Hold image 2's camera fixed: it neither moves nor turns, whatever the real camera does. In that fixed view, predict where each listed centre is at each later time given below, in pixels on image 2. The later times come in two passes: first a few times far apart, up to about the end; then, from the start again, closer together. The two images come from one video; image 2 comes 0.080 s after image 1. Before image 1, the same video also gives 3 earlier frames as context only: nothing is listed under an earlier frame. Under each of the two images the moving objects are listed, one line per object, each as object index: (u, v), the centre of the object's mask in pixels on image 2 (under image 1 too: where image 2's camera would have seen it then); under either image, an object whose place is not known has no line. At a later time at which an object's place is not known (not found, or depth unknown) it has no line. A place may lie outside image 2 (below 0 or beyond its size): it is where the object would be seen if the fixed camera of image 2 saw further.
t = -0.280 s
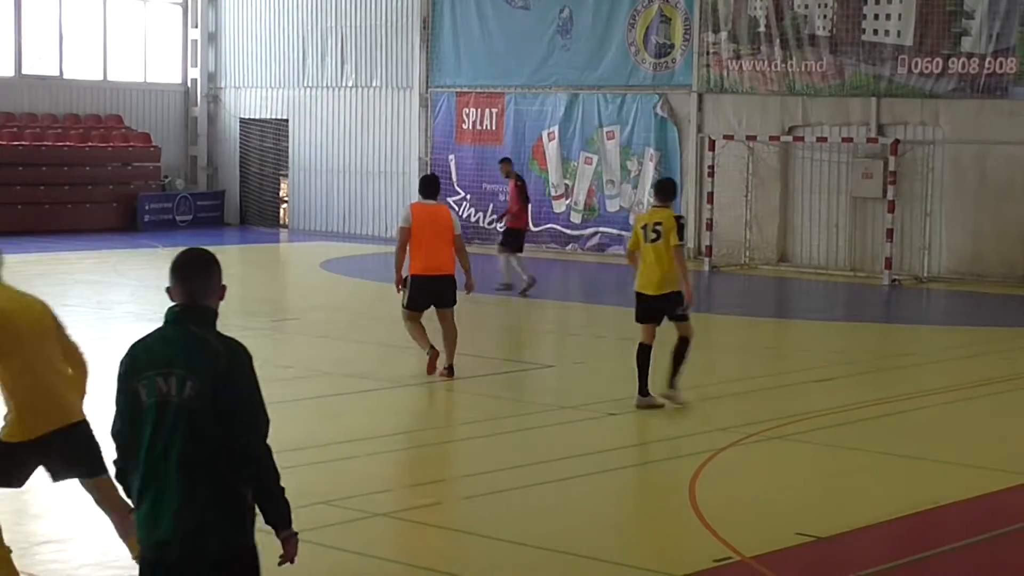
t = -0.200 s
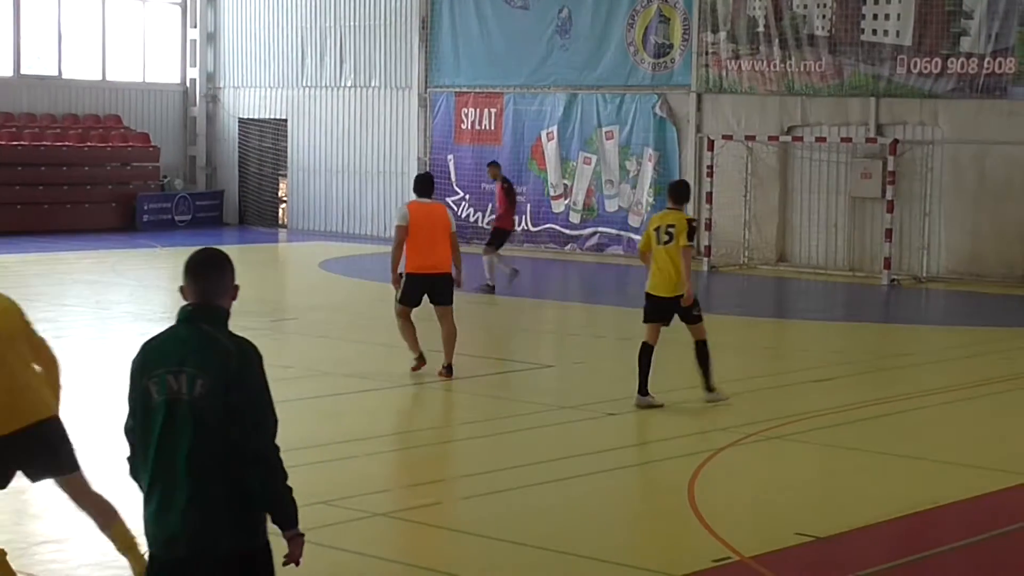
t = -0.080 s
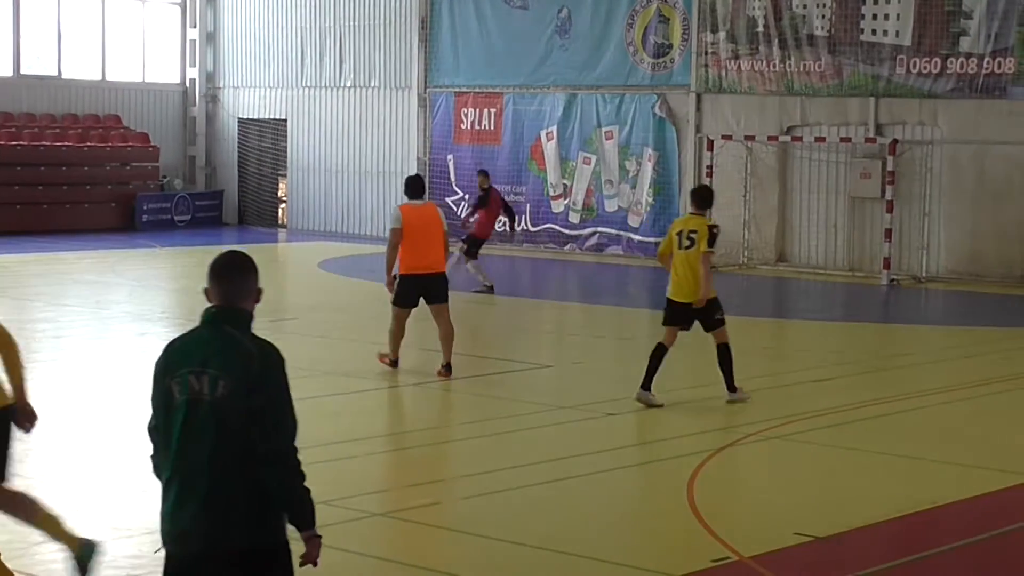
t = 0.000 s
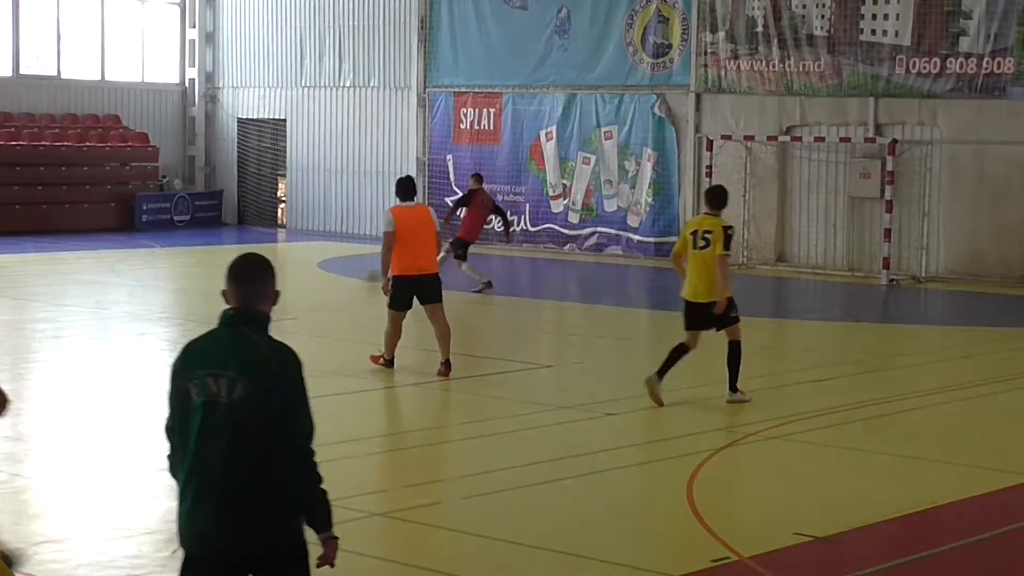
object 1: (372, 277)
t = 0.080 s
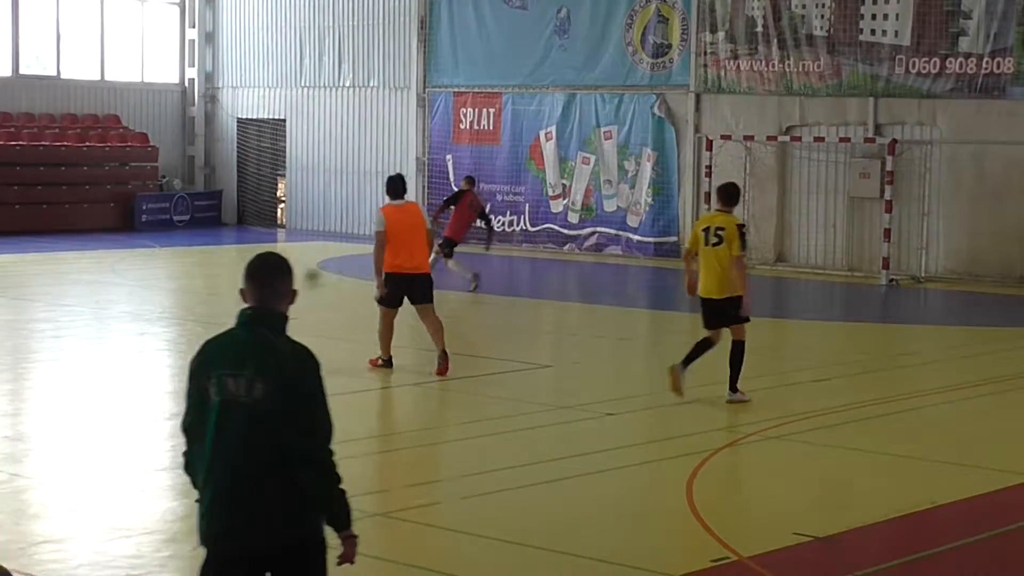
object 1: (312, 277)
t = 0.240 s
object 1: (205, 273)
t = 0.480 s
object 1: (67, 269)
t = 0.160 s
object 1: (255, 275)
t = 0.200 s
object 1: (231, 273)
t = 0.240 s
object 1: (205, 273)
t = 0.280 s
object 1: (179, 273)
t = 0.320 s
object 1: (154, 272)
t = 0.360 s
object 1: (132, 271)
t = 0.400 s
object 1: (110, 270)
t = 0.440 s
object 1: (87, 269)
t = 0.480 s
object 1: (67, 269)
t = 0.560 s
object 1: (28, 266)
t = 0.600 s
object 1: (11, 266)
